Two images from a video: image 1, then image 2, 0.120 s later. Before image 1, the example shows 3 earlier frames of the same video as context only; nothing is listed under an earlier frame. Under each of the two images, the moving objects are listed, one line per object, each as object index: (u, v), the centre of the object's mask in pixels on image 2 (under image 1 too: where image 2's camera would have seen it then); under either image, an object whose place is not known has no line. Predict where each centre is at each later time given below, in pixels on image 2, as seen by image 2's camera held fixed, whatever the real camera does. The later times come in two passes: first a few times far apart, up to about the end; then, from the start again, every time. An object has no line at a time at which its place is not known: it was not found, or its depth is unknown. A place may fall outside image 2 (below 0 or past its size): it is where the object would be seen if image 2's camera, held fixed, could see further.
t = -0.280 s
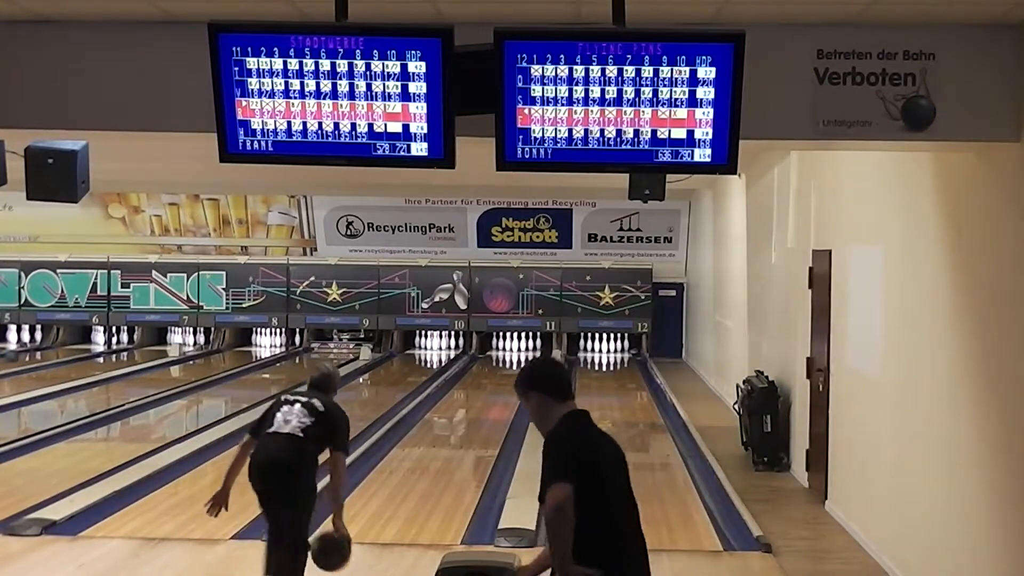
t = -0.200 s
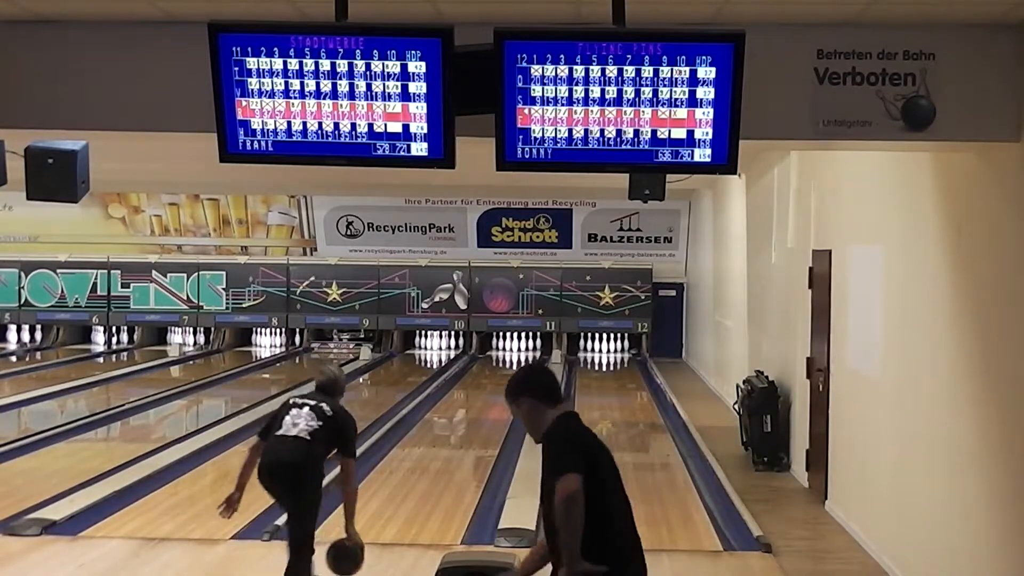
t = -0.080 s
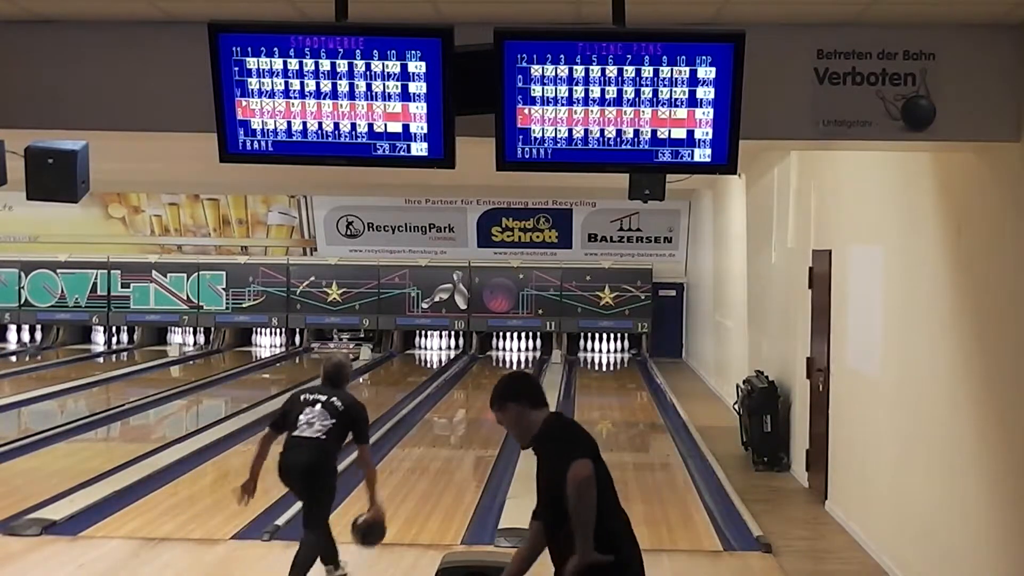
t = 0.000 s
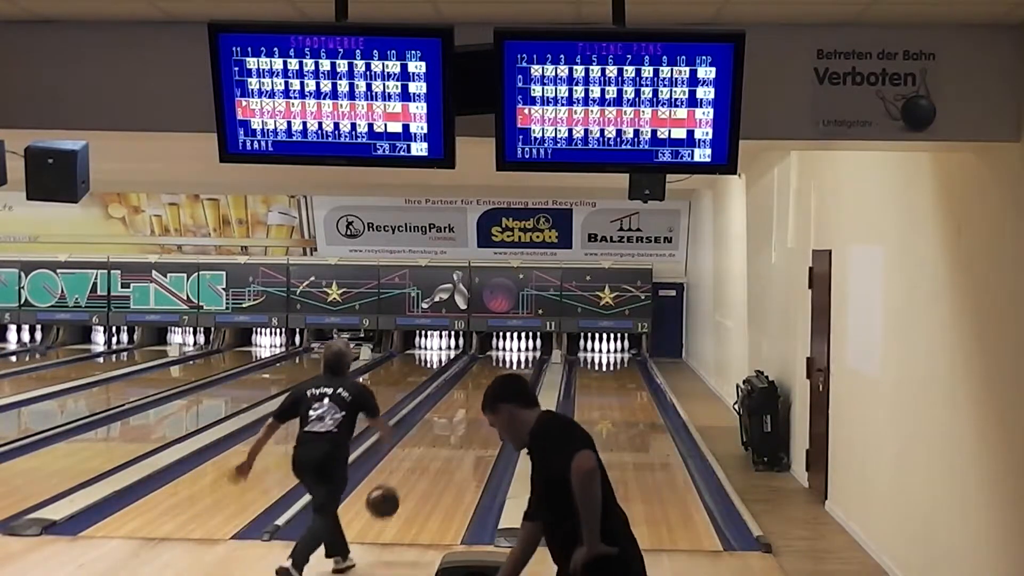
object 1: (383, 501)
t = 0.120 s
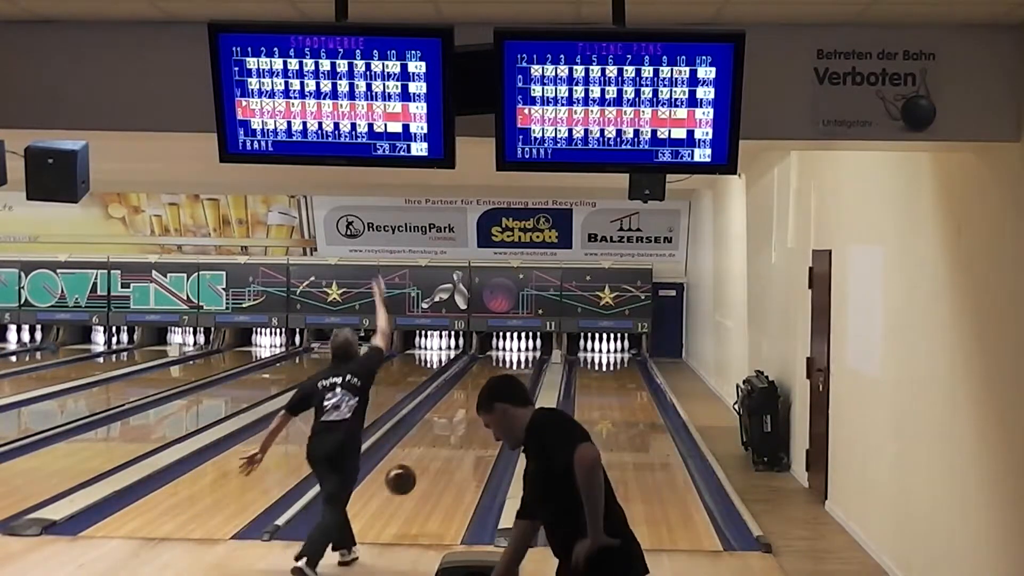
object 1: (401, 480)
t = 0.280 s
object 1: (420, 483)
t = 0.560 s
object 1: (447, 464)
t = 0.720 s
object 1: (459, 448)
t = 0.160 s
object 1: (406, 477)
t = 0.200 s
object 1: (411, 477)
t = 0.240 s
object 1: (416, 479)
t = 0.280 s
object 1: (420, 483)
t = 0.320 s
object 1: (425, 490)
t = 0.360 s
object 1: (429, 487)
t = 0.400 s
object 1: (433, 480)
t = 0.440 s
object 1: (437, 476)
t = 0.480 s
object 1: (440, 473)
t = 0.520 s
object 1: (444, 468)
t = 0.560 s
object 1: (447, 464)
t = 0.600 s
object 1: (450, 460)
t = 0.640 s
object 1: (453, 456)
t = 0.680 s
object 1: (456, 452)
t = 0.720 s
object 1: (459, 448)
